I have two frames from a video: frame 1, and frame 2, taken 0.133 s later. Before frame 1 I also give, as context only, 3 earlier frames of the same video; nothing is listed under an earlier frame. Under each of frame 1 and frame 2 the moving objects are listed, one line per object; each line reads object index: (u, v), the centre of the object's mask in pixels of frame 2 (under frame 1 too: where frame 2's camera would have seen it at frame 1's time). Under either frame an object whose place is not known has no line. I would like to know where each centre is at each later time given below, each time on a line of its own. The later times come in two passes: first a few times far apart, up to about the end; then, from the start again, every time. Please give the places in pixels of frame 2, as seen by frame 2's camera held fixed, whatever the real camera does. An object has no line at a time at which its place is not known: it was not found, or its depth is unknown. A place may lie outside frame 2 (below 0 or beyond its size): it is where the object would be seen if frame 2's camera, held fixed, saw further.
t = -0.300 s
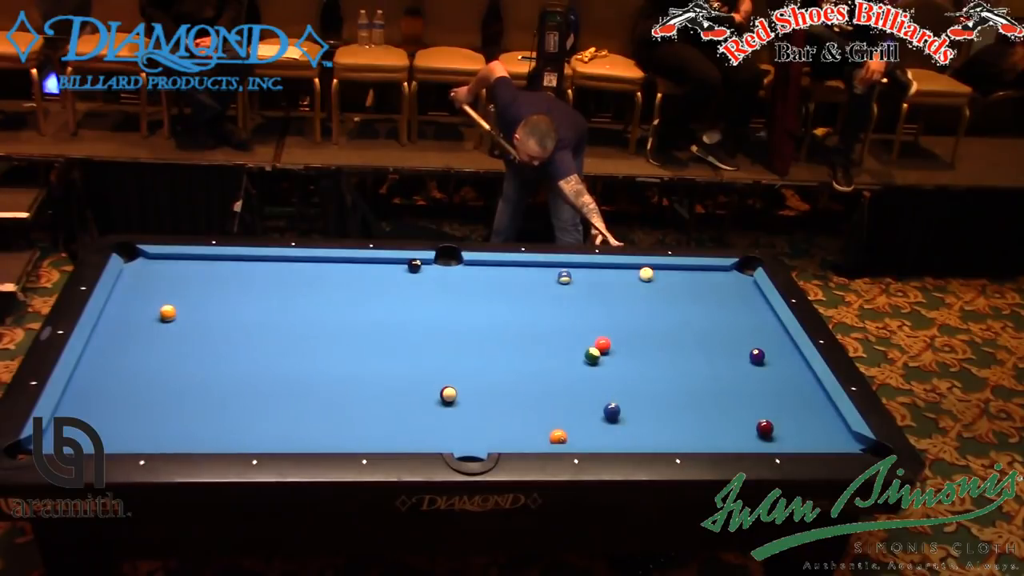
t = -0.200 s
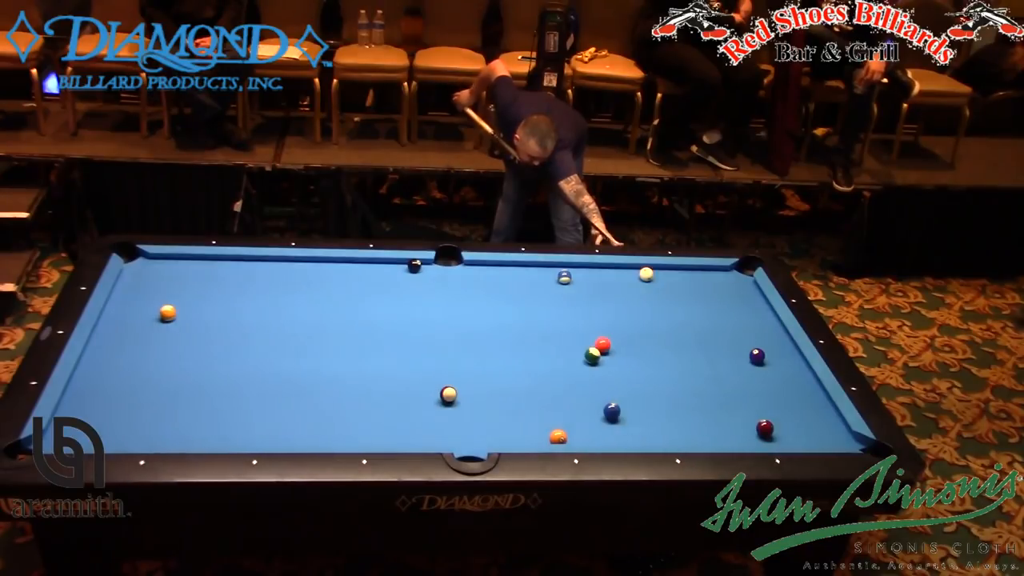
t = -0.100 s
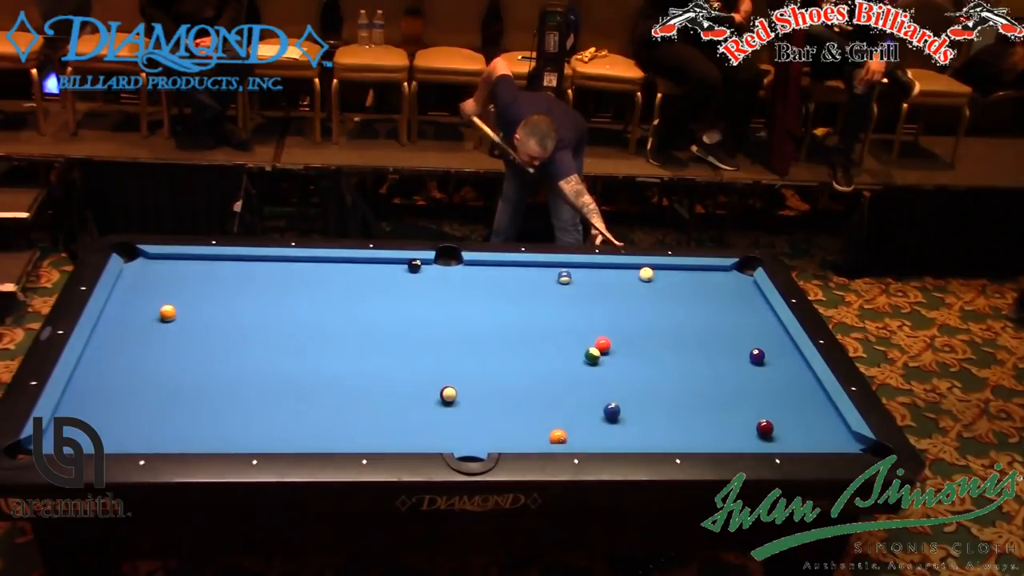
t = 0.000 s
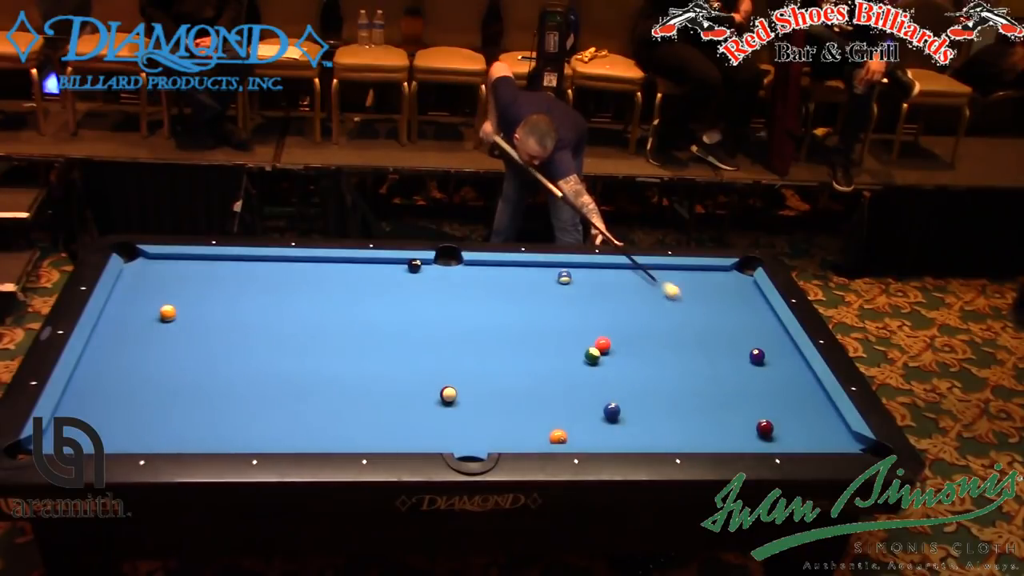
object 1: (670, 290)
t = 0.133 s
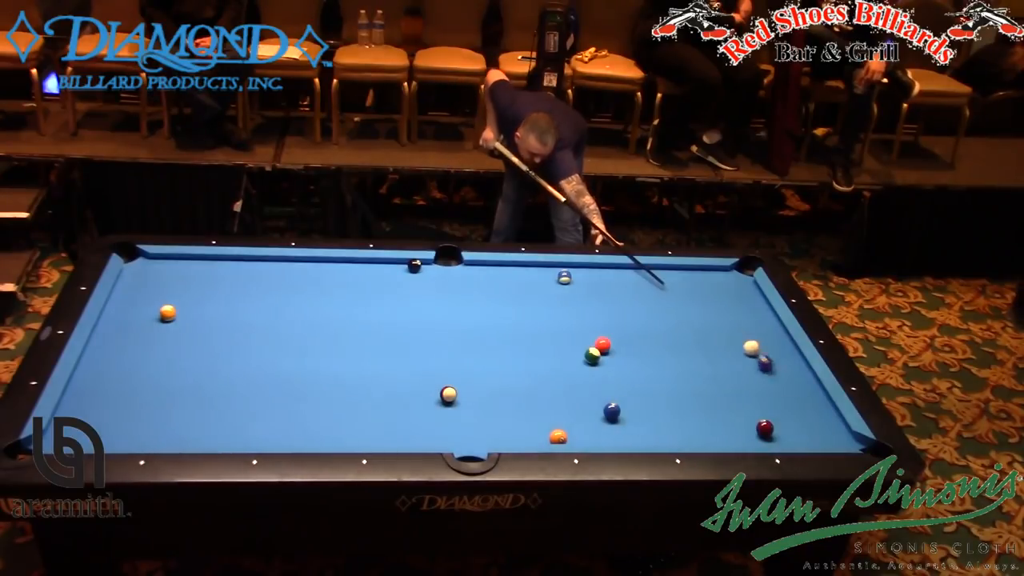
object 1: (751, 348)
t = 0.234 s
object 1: (770, 350)
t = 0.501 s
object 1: (788, 367)
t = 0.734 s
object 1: (773, 382)
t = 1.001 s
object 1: (757, 399)
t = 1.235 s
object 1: (742, 414)
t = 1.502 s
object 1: (725, 432)
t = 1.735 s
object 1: (707, 436)
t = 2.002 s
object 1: (682, 428)
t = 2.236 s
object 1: (662, 420)
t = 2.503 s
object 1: (641, 412)
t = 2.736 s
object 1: (625, 405)
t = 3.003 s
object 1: (606, 396)
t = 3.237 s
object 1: (593, 392)
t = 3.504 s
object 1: (578, 385)
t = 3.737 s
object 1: (567, 381)
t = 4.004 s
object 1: (556, 376)
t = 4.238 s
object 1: (547, 372)
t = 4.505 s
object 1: (539, 368)
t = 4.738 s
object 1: (533, 366)
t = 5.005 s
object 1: (527, 363)
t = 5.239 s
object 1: (522, 361)
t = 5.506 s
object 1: (519, 359)
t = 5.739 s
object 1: (517, 358)
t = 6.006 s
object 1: (516, 358)
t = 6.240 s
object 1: (516, 358)
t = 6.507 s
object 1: (516, 358)
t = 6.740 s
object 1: (516, 358)
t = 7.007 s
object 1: (516, 358)
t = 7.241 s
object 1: (516, 358)
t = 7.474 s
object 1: (516, 358)
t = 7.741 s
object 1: (516, 358)
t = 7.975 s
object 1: (516, 358)
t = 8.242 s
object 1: (516, 358)
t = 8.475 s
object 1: (516, 358)
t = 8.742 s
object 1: (516, 358)
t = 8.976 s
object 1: (516, 358)
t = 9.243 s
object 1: (516, 358)
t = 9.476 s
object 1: (516, 358)
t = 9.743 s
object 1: (516, 358)
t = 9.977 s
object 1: (516, 358)
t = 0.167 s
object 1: (757, 349)
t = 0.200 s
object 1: (763, 349)
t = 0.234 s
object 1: (770, 350)
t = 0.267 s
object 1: (777, 352)
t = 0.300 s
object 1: (784, 354)
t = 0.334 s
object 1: (791, 356)
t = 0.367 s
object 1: (799, 359)
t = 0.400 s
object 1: (795, 361)
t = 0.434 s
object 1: (792, 363)
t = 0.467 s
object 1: (790, 365)
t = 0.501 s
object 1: (788, 367)
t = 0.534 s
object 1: (785, 369)
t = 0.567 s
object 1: (783, 371)
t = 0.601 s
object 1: (781, 373)
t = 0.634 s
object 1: (779, 375)
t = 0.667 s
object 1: (777, 377)
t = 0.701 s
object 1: (775, 380)
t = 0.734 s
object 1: (773, 382)
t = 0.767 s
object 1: (771, 384)
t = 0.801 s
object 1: (769, 386)
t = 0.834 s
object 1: (767, 388)
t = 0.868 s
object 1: (765, 390)
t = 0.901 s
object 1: (763, 393)
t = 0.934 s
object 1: (760, 395)
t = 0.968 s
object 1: (759, 397)
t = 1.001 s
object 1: (757, 399)
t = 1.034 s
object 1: (754, 401)
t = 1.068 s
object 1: (752, 403)
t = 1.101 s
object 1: (750, 406)
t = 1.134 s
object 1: (748, 408)
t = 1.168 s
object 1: (746, 410)
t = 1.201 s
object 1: (744, 412)
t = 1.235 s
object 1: (742, 414)
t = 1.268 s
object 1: (740, 417)
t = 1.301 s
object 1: (737, 419)
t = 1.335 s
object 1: (736, 421)
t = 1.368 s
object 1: (733, 423)
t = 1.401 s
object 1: (731, 425)
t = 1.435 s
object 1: (729, 428)
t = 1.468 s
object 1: (727, 430)
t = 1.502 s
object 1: (725, 432)
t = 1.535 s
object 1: (723, 434)
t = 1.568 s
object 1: (720, 435)
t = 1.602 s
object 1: (718, 436)
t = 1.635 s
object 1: (716, 438)
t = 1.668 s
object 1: (713, 438)
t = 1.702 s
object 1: (710, 437)
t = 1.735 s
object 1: (707, 436)
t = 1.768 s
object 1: (704, 435)
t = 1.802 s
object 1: (701, 435)
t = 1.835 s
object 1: (697, 434)
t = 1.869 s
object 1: (694, 433)
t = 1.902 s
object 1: (691, 432)
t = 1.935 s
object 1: (688, 431)
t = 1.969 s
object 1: (685, 430)
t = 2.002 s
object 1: (682, 428)
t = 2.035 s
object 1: (679, 427)
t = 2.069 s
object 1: (676, 426)
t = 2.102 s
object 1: (673, 425)
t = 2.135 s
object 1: (670, 423)
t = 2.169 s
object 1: (667, 423)
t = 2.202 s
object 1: (665, 422)
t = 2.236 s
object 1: (662, 420)
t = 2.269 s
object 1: (659, 419)
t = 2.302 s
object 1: (656, 418)
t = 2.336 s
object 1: (654, 417)
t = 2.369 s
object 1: (651, 416)
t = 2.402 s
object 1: (648, 415)
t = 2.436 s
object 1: (646, 414)
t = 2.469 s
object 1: (643, 413)
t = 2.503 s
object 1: (641, 412)
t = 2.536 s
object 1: (639, 411)
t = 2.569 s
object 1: (636, 410)
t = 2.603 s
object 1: (634, 409)
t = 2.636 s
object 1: (631, 408)
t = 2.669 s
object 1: (629, 407)
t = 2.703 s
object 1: (627, 406)
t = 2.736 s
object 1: (625, 405)
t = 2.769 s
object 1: (623, 403)
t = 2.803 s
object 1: (620, 402)
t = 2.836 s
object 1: (618, 401)
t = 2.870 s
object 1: (616, 399)
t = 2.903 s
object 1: (614, 398)
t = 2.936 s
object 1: (611, 397)
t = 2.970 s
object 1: (609, 396)
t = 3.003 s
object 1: (606, 396)
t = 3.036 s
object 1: (604, 396)
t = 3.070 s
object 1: (602, 395)
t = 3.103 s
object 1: (601, 394)
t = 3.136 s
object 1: (598, 394)
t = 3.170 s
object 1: (597, 393)
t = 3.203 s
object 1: (594, 392)
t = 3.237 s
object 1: (593, 392)
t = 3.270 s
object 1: (591, 391)
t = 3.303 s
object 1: (589, 390)
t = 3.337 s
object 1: (587, 389)
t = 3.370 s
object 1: (585, 389)
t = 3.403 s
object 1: (584, 388)
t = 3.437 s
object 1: (582, 387)
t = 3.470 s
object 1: (580, 386)
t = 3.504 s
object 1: (578, 385)
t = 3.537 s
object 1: (577, 385)
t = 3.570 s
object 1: (575, 384)
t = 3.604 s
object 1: (574, 384)
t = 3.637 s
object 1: (572, 383)
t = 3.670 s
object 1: (570, 382)
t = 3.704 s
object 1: (569, 382)
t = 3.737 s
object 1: (567, 381)
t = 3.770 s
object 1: (566, 380)
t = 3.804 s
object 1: (564, 380)
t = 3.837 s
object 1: (563, 379)
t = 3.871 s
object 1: (561, 378)
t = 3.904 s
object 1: (560, 378)
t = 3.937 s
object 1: (559, 377)
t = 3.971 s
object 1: (557, 377)
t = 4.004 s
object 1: (556, 376)
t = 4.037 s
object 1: (555, 375)
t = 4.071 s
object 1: (553, 375)
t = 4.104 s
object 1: (552, 374)
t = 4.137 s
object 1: (551, 374)
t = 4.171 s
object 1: (550, 373)
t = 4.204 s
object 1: (549, 373)
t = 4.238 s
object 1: (547, 372)
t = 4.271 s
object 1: (546, 372)
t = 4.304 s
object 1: (545, 371)
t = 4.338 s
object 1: (544, 371)
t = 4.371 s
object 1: (543, 370)
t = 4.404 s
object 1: (542, 370)
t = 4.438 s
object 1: (541, 369)
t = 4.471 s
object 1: (540, 369)
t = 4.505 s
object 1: (539, 368)
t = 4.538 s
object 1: (538, 368)
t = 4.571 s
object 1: (537, 368)
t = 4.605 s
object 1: (536, 367)
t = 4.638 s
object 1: (535, 367)
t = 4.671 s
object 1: (534, 366)
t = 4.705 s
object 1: (533, 366)
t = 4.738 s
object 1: (533, 366)
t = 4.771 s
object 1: (532, 365)
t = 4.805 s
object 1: (531, 365)
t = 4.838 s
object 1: (530, 365)
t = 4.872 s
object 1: (529, 364)
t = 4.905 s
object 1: (529, 364)
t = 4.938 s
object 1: (528, 364)
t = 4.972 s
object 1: (527, 363)
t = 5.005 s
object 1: (527, 363)
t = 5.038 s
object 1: (526, 363)
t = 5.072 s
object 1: (525, 362)
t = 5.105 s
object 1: (525, 362)
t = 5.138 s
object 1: (524, 362)
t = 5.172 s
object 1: (524, 361)
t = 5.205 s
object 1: (523, 361)
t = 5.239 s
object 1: (522, 361)
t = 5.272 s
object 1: (522, 361)
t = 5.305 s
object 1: (521, 361)
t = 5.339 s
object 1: (521, 360)
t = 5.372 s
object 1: (520, 360)
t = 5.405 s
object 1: (520, 360)
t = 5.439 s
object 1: (520, 360)
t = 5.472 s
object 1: (519, 360)
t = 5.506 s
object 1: (519, 359)
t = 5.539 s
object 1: (519, 359)
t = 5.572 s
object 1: (518, 359)
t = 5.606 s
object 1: (518, 359)
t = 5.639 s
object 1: (518, 359)
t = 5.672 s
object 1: (518, 358)
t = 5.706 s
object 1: (517, 358)
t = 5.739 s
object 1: (517, 358)
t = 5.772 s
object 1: (517, 358)
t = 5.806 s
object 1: (517, 358)
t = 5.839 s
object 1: (516, 358)
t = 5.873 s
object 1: (516, 358)
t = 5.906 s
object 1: (516, 358)
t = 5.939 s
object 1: (516, 358)
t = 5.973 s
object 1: (516, 357)
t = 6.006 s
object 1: (516, 358)
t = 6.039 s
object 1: (516, 358)
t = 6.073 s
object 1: (516, 358)
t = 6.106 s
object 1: (516, 358)
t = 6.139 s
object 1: (516, 358)
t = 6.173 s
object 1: (516, 358)
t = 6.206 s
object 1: (516, 358)
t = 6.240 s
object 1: (516, 358)
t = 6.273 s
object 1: (516, 358)
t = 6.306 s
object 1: (516, 358)
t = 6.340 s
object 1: (516, 358)
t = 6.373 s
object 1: (516, 358)
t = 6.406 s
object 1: (516, 358)
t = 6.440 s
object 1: (516, 358)
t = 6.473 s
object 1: (516, 358)
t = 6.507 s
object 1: (516, 358)
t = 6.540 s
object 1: (516, 358)
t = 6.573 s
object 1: (516, 358)
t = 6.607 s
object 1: (516, 358)
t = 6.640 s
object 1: (516, 358)
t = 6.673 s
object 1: (516, 358)
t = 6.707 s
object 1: (516, 358)
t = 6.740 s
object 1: (516, 358)
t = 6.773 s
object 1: (516, 358)
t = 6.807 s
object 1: (516, 358)
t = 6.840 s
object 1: (516, 358)
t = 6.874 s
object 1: (516, 358)
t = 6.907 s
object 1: (516, 358)
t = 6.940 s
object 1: (516, 358)
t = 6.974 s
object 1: (516, 358)
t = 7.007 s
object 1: (516, 358)
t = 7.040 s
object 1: (516, 358)
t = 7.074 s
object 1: (516, 358)
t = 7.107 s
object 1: (516, 358)
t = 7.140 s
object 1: (516, 358)
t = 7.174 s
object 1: (516, 358)
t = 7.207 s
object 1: (516, 358)
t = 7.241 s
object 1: (516, 358)
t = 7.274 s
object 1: (516, 358)
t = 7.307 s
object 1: (516, 358)
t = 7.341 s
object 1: (516, 358)
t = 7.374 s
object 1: (516, 358)
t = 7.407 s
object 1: (516, 358)
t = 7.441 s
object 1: (516, 358)
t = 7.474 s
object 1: (516, 358)
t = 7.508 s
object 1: (516, 358)
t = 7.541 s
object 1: (516, 358)
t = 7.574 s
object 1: (516, 358)
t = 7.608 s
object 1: (516, 358)
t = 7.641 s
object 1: (516, 358)
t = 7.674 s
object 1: (516, 358)
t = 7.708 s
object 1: (516, 358)
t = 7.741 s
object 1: (516, 358)
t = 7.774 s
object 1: (516, 358)
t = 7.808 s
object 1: (516, 358)
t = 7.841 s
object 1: (516, 358)
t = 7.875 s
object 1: (516, 358)
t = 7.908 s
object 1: (516, 358)
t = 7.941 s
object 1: (516, 358)
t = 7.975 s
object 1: (516, 358)
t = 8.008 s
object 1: (516, 358)
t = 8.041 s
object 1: (516, 358)
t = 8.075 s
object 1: (516, 358)
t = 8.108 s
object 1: (516, 358)
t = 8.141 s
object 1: (516, 358)
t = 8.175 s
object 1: (516, 358)
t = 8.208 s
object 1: (516, 358)
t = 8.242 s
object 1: (516, 358)
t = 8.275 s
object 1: (516, 358)
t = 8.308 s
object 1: (516, 358)
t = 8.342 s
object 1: (516, 358)
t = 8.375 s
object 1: (516, 358)
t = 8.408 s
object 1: (516, 358)
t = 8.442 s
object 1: (516, 358)
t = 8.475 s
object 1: (516, 358)
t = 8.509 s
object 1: (516, 358)
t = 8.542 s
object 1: (516, 358)
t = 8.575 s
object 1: (516, 358)
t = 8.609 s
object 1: (516, 358)
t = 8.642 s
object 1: (516, 358)
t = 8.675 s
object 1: (516, 358)
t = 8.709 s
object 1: (516, 358)
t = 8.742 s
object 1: (516, 358)
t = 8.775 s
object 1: (516, 358)
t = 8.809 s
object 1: (516, 358)
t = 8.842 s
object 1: (516, 358)
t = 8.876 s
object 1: (516, 358)
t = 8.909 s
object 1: (516, 358)
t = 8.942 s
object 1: (516, 358)
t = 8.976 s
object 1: (516, 358)
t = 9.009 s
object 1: (516, 358)
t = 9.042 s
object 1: (516, 358)
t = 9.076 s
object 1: (516, 358)
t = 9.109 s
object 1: (516, 358)
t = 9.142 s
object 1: (516, 358)
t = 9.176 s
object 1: (516, 358)
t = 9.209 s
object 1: (516, 358)
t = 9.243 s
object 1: (516, 358)
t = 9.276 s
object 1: (516, 358)
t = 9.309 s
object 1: (516, 358)
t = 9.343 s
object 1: (516, 358)
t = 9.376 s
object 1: (516, 358)
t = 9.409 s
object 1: (516, 358)
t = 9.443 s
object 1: (516, 358)
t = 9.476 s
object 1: (516, 358)
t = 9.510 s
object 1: (516, 358)
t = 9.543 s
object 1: (516, 358)
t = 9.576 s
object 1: (516, 358)
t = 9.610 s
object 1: (516, 358)
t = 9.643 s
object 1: (516, 358)
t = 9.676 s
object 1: (516, 358)
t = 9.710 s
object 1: (516, 358)
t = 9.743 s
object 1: (516, 358)
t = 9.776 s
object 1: (516, 358)
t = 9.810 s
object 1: (516, 358)
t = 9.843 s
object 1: (516, 358)
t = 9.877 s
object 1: (516, 358)
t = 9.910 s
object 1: (516, 358)
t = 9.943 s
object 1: (516, 358)
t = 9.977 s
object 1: (516, 358)
